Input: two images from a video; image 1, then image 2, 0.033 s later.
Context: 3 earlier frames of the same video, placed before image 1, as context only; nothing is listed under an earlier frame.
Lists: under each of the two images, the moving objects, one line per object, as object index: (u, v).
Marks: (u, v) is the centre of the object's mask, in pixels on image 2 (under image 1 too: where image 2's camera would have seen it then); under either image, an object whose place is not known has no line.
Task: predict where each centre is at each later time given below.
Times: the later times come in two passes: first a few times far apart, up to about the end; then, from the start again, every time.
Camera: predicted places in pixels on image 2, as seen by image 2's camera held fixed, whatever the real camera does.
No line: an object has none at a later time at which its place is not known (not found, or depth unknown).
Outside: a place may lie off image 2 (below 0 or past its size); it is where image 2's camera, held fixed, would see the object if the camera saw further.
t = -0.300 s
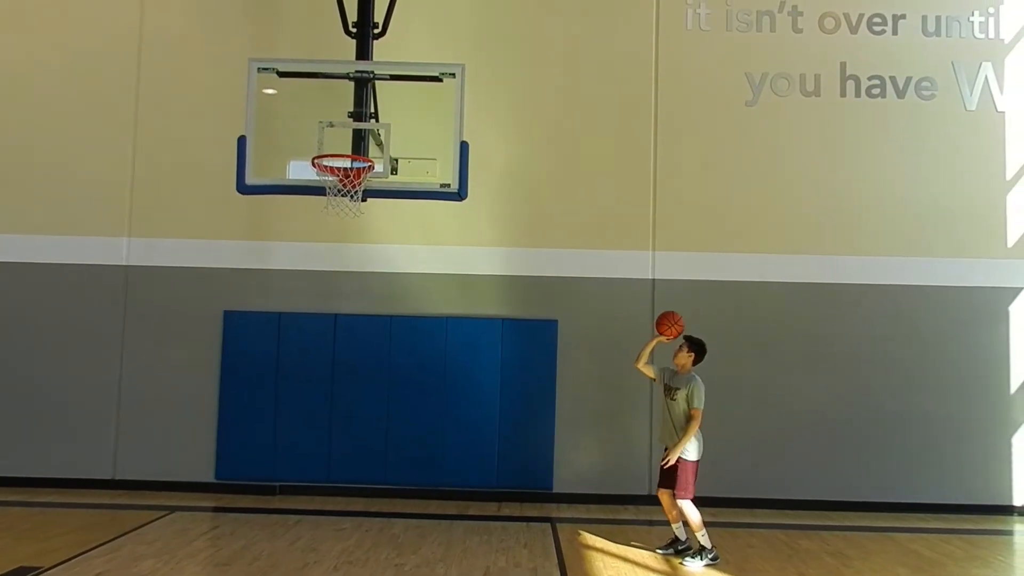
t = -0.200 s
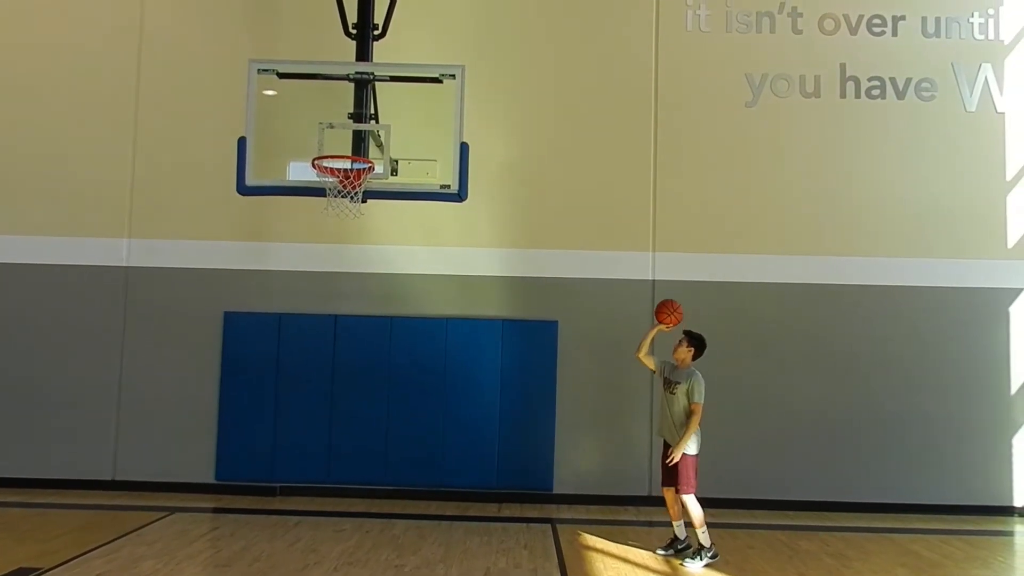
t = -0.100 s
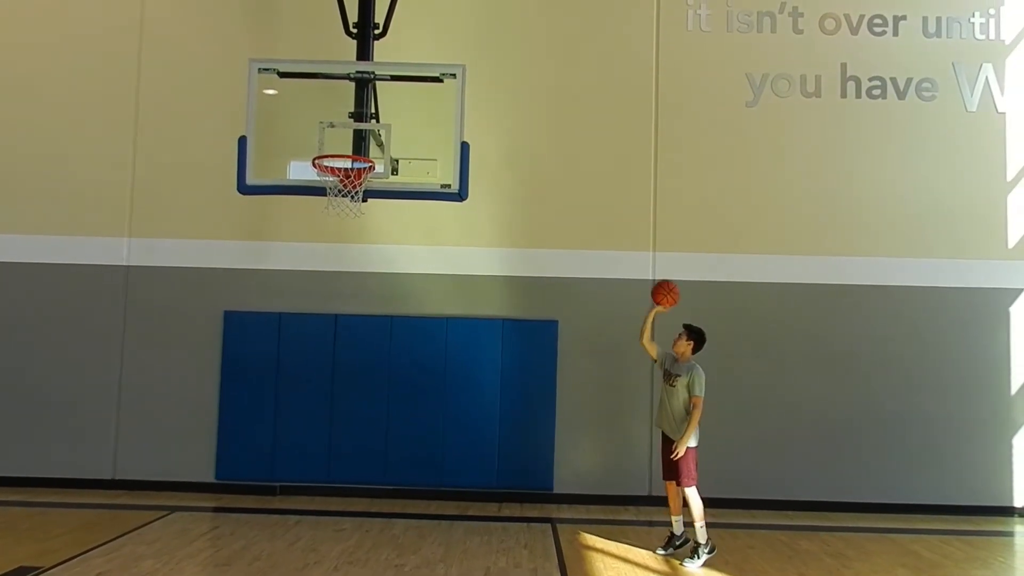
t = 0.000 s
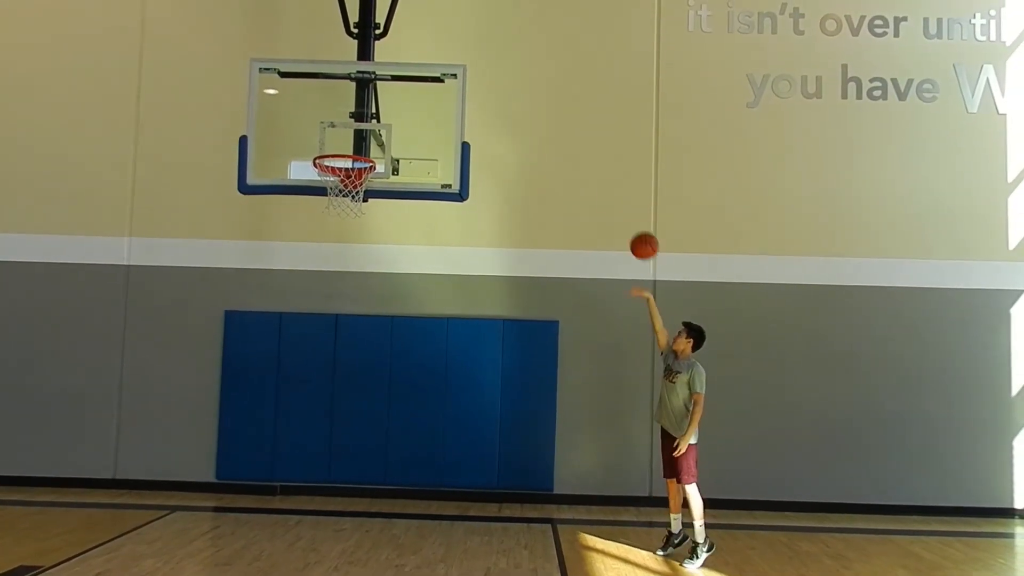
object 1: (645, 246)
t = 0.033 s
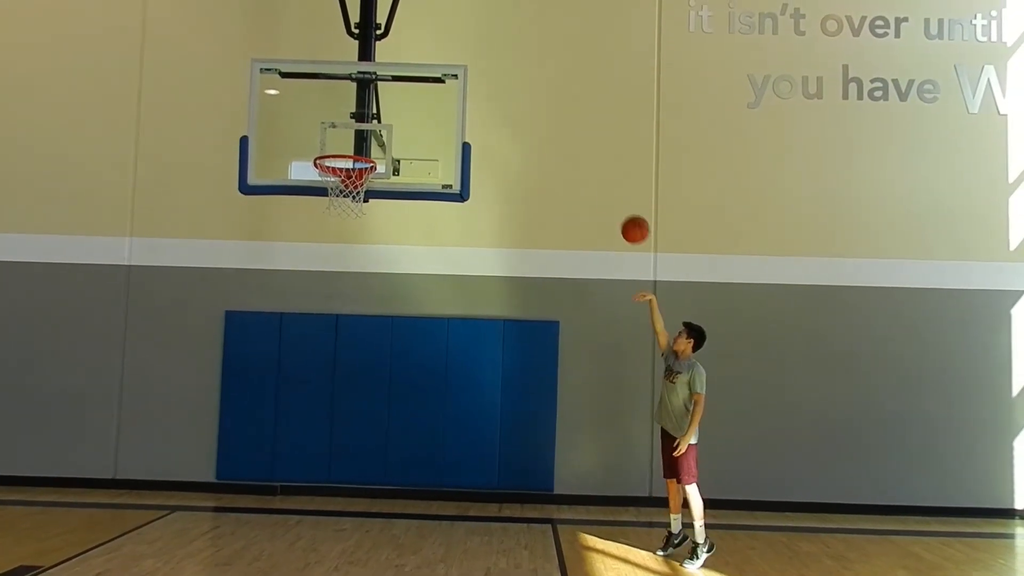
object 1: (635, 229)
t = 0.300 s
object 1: (558, 141)
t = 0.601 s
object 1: (483, 136)
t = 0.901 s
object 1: (556, 211)
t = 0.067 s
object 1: (625, 214)
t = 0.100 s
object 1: (616, 200)
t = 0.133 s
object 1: (606, 187)
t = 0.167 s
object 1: (597, 175)
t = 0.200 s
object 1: (587, 165)
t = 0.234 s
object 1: (578, 155)
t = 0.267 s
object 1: (568, 147)
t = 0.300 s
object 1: (558, 141)
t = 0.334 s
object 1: (549, 135)
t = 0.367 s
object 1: (539, 131)
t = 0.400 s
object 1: (530, 129)
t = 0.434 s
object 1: (520, 127)
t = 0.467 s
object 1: (510, 126)
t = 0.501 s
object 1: (500, 127)
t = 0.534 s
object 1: (491, 130)
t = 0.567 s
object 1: (481, 133)
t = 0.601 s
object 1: (483, 136)
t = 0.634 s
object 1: (492, 140)
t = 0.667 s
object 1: (500, 144)
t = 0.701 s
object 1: (508, 150)
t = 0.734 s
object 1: (516, 157)
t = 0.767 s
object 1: (524, 165)
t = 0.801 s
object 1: (532, 175)
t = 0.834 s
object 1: (540, 185)
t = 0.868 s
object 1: (548, 198)
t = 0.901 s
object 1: (556, 211)
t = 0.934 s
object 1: (563, 225)
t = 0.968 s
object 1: (571, 241)
